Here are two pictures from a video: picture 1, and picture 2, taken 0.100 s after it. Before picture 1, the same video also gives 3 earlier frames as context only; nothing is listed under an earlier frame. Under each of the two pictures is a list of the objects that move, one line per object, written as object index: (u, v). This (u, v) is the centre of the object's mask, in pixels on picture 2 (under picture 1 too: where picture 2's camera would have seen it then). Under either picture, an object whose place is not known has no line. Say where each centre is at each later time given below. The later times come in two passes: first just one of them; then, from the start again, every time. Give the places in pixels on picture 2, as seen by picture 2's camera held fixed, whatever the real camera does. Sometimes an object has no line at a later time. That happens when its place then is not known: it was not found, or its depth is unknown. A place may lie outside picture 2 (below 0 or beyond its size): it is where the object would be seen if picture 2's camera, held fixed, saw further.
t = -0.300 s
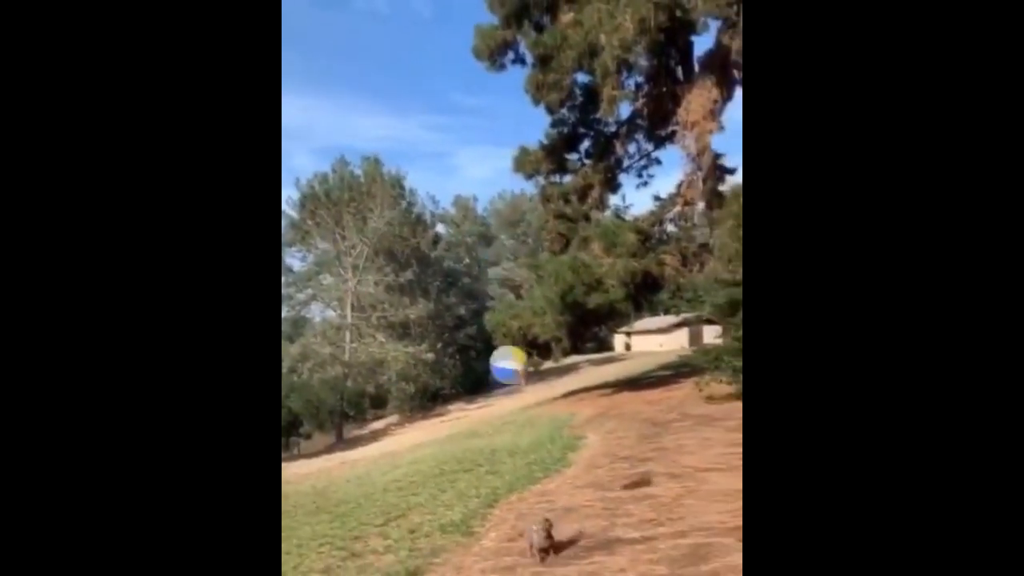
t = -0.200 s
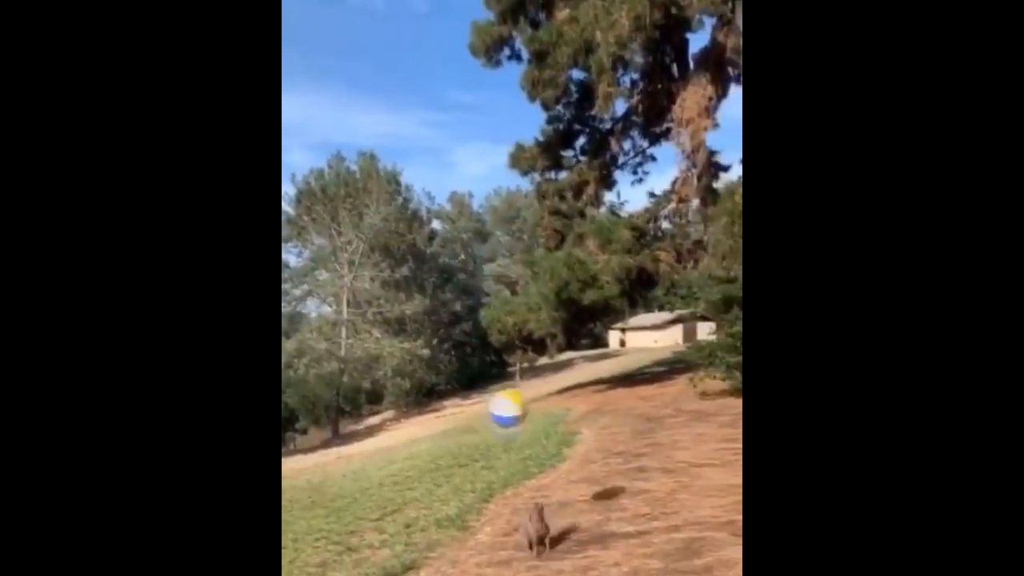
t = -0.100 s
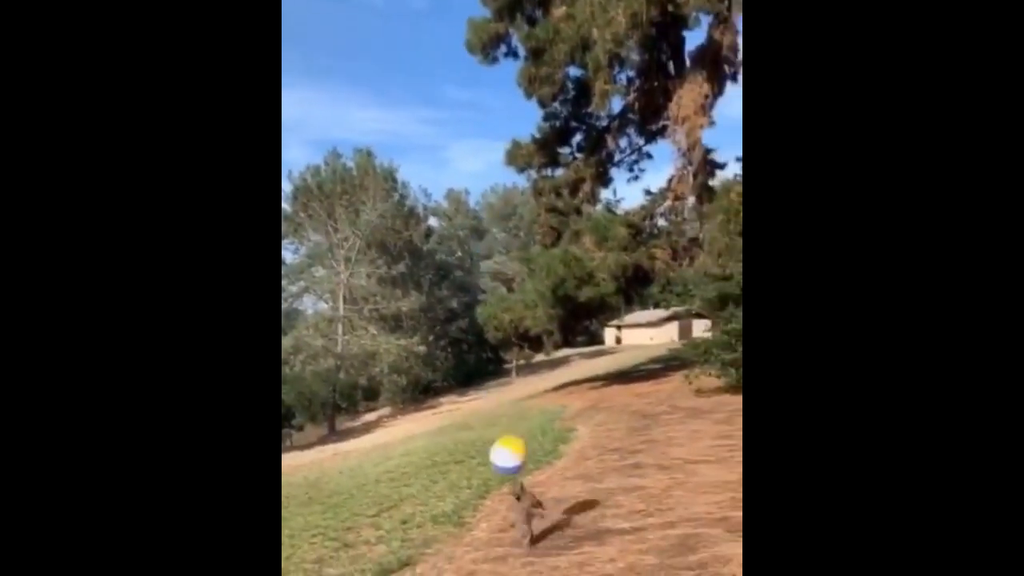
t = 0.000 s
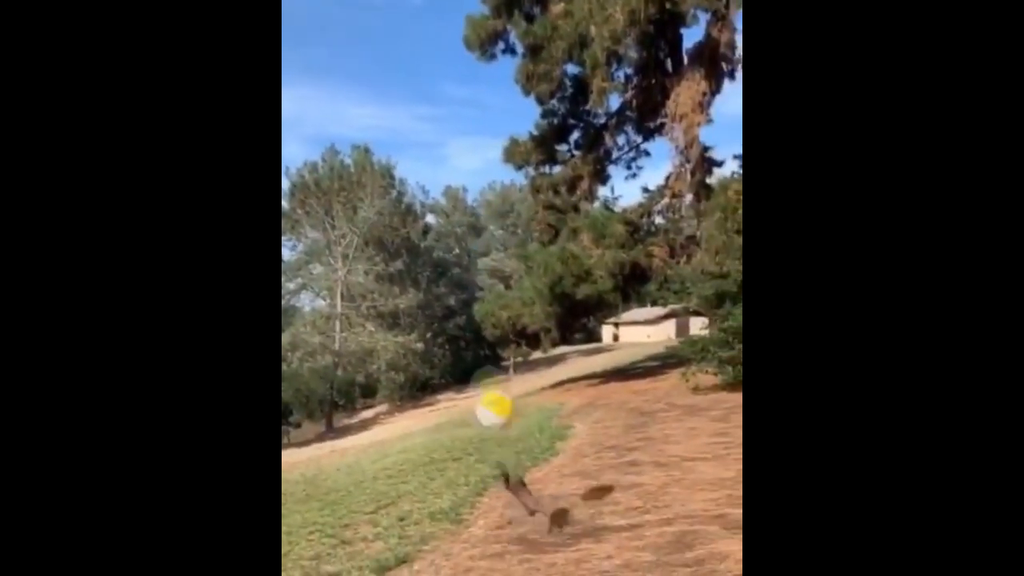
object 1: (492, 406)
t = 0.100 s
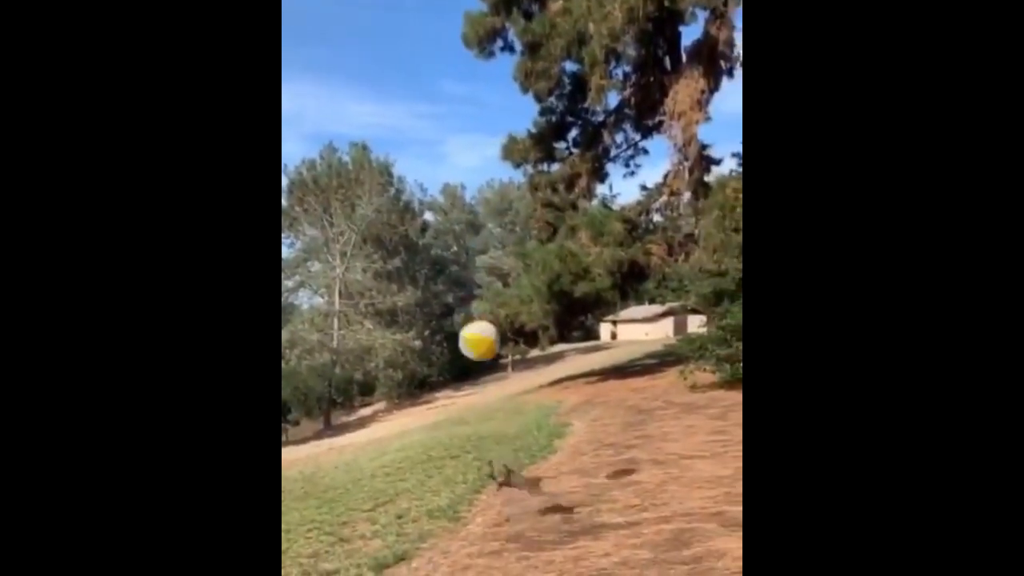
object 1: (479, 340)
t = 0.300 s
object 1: (452, 226)
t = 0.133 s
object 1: (474, 319)
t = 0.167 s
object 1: (469, 299)
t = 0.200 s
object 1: (464, 280)
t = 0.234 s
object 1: (460, 261)
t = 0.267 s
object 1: (457, 245)
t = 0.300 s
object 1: (452, 226)
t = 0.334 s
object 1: (449, 211)
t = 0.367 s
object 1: (445, 199)
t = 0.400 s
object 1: (442, 188)
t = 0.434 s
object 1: (439, 178)
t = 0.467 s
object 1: (436, 169)
